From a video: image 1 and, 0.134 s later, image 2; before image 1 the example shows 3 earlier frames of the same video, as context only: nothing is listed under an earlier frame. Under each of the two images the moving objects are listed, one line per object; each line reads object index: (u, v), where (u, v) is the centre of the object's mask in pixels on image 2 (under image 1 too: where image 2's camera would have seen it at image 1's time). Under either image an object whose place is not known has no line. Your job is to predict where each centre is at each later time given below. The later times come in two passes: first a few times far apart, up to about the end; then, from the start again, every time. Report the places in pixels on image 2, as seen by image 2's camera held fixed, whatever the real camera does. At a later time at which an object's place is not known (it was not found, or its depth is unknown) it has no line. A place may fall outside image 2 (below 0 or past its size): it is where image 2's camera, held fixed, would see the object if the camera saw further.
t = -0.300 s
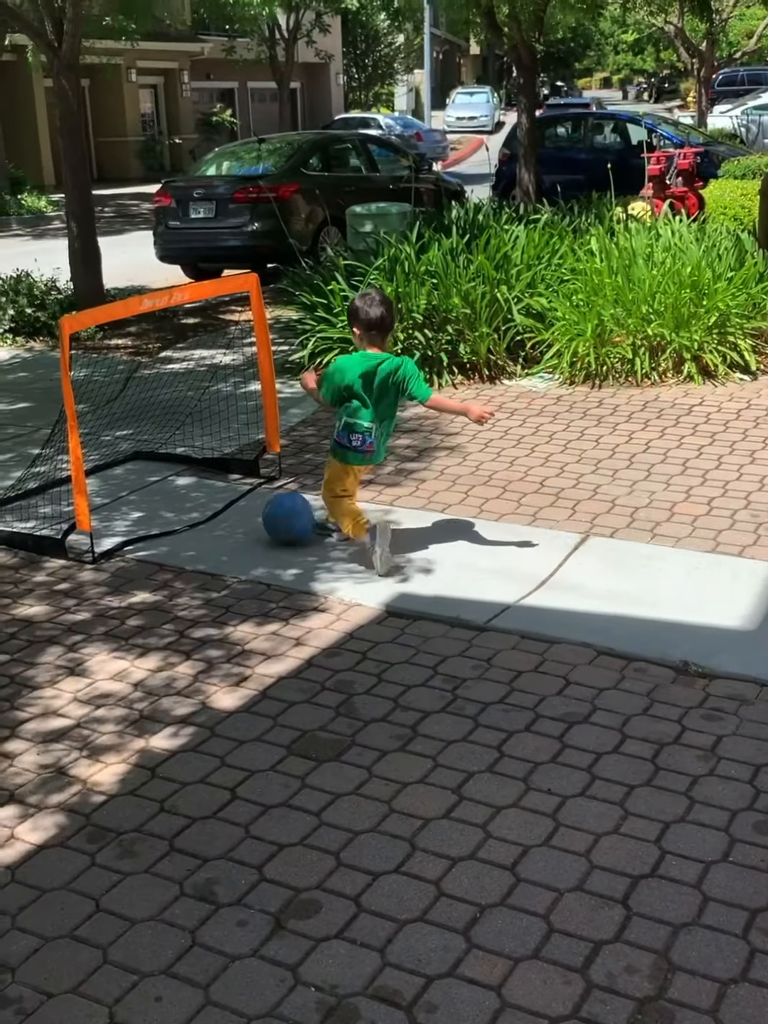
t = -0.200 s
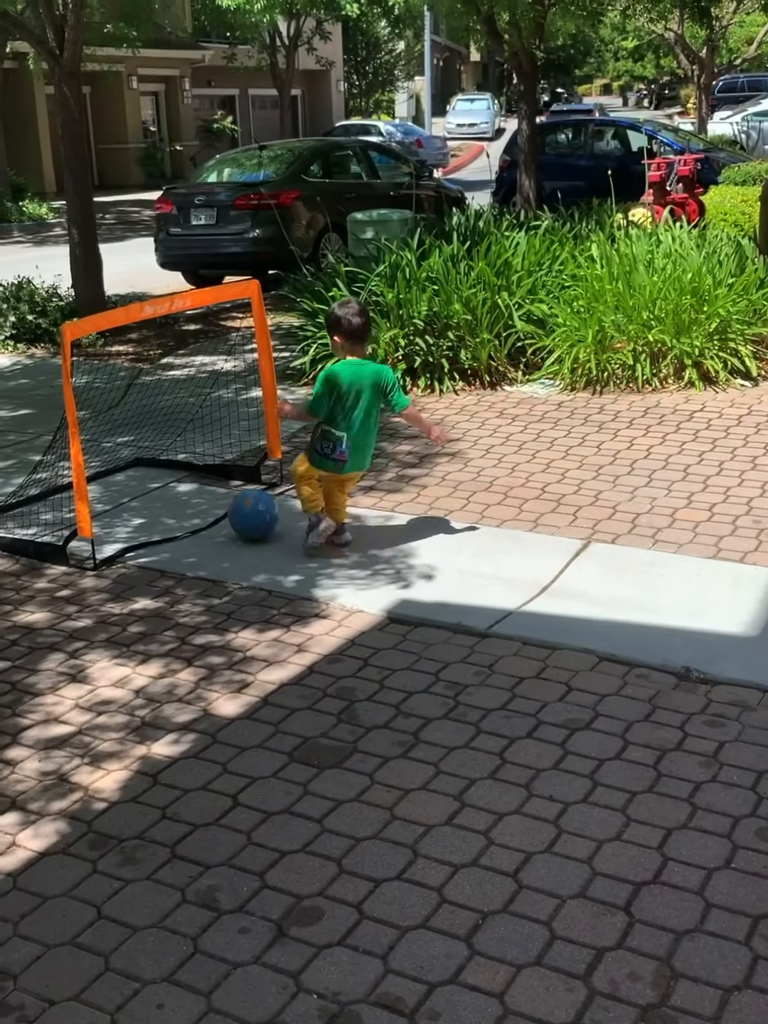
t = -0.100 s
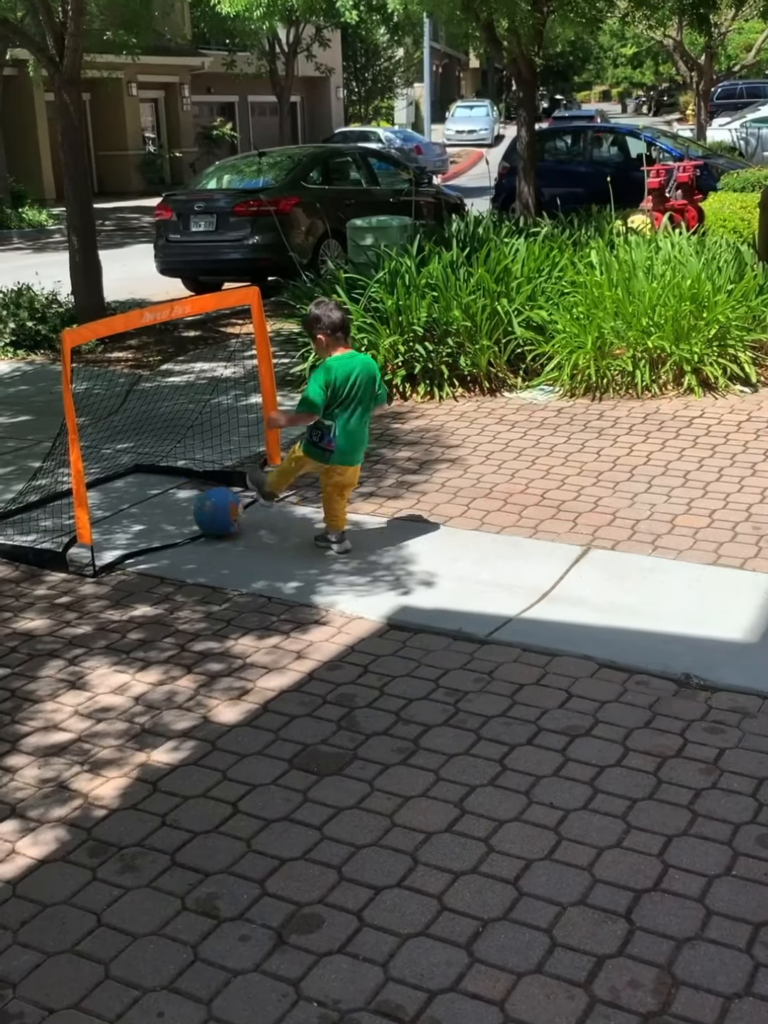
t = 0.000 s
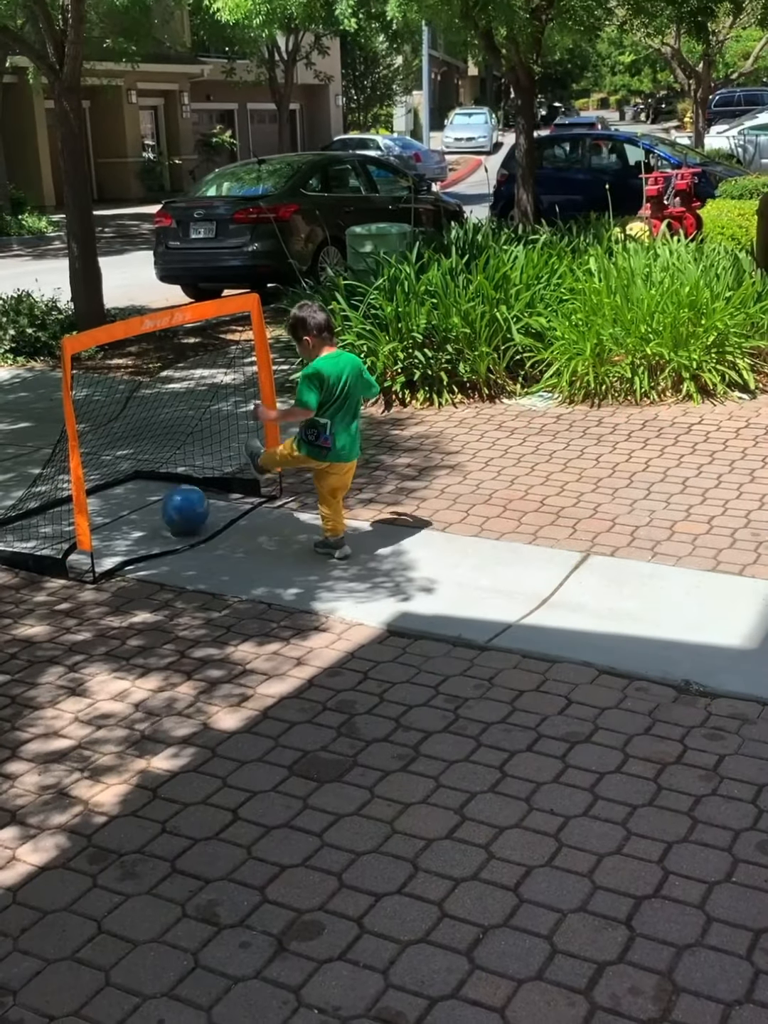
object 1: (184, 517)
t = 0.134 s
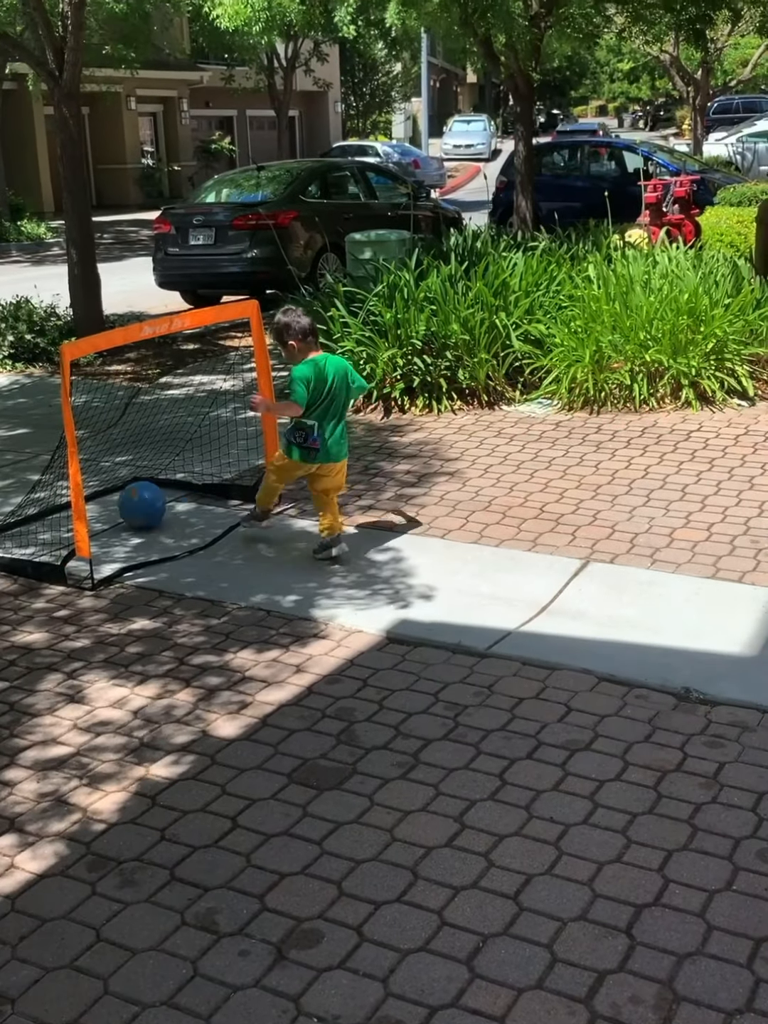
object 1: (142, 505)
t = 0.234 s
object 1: (113, 499)
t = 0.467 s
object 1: (55, 486)
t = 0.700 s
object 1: (74, 489)
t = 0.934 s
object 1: (86, 492)
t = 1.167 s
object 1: (98, 497)
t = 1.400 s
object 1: (106, 502)
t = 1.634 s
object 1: (119, 506)
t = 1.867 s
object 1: (132, 512)
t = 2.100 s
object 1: (142, 519)
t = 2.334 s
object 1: (154, 527)
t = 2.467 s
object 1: (160, 531)
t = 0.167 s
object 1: (132, 503)
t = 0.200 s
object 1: (121, 501)
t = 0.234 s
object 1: (113, 499)
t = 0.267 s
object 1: (104, 497)
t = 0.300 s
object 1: (98, 492)
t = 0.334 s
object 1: (87, 493)
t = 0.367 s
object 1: (70, 492)
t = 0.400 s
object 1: (58, 490)
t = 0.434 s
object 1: (56, 489)
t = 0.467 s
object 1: (55, 486)
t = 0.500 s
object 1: (54, 485)
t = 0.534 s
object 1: (54, 488)
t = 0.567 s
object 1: (59, 489)
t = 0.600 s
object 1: (59, 487)
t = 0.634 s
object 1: (61, 489)
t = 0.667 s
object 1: (62, 489)
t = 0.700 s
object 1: (74, 489)
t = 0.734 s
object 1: (74, 489)
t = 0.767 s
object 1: (76, 490)
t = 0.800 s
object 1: (78, 491)
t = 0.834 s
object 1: (80, 491)
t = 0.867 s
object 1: (82, 492)
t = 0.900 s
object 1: (85, 491)
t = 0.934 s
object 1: (86, 492)
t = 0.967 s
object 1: (87, 493)
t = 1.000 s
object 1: (88, 494)
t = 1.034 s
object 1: (90, 495)
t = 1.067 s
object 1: (98, 495)
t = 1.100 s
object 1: (98, 496)
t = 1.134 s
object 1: (98, 496)
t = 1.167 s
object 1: (98, 497)
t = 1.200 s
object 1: (98, 498)
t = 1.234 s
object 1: (100, 500)
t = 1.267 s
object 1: (100, 500)
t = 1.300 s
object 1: (101, 500)
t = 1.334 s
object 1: (103, 501)
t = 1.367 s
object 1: (104, 502)
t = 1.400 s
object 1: (106, 502)
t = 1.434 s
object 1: (108, 502)
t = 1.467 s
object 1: (109, 503)
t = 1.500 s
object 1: (111, 503)
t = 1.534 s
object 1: (114, 504)
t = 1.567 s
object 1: (116, 505)
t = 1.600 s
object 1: (117, 505)
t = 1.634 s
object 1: (119, 506)
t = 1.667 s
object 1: (121, 507)
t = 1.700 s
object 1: (123, 508)
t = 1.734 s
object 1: (125, 509)
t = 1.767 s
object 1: (127, 510)
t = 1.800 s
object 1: (129, 511)
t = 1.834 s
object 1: (130, 511)
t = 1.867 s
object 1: (132, 512)
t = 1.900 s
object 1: (133, 512)
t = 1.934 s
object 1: (136, 513)
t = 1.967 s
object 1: (137, 515)
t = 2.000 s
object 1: (138, 516)
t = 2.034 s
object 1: (139, 517)
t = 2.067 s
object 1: (141, 518)
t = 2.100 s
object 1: (142, 519)
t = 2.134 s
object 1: (144, 520)
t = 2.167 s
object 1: (145, 521)
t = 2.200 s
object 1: (147, 522)
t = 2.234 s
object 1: (149, 524)
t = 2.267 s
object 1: (151, 525)
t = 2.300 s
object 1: (152, 526)
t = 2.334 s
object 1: (154, 527)
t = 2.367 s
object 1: (156, 527)
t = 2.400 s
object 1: (158, 529)
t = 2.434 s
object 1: (159, 531)
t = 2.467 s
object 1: (160, 531)
